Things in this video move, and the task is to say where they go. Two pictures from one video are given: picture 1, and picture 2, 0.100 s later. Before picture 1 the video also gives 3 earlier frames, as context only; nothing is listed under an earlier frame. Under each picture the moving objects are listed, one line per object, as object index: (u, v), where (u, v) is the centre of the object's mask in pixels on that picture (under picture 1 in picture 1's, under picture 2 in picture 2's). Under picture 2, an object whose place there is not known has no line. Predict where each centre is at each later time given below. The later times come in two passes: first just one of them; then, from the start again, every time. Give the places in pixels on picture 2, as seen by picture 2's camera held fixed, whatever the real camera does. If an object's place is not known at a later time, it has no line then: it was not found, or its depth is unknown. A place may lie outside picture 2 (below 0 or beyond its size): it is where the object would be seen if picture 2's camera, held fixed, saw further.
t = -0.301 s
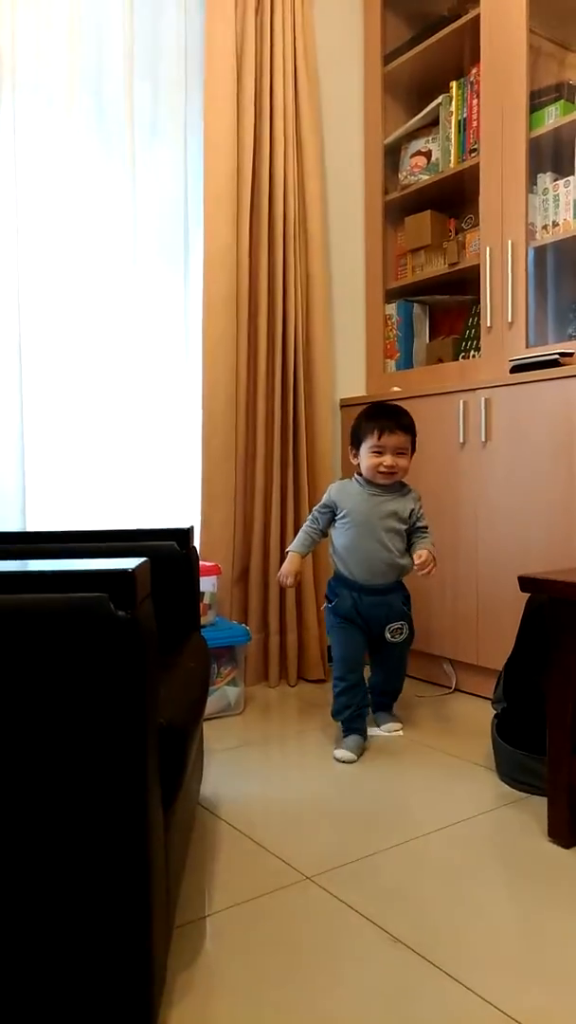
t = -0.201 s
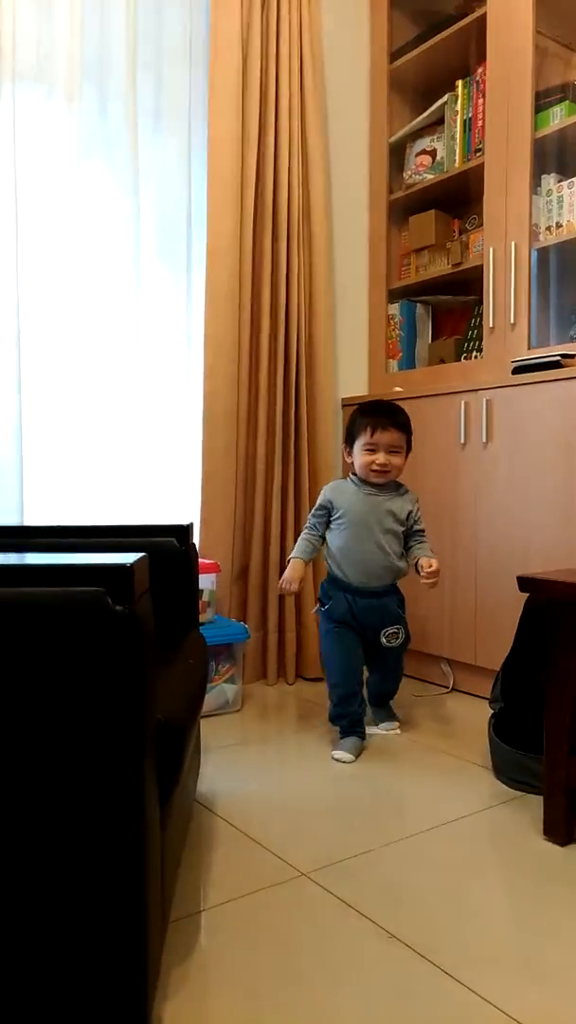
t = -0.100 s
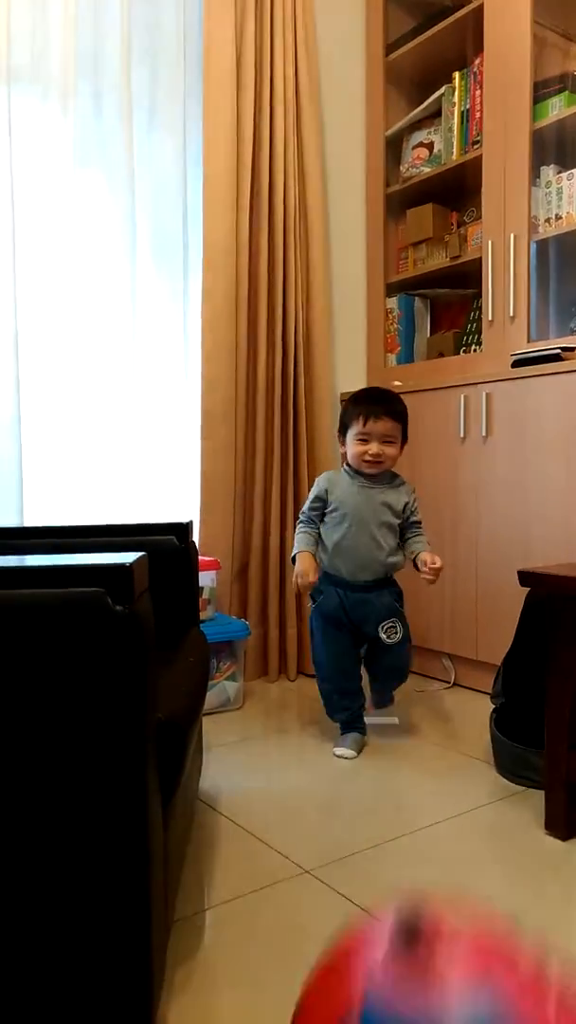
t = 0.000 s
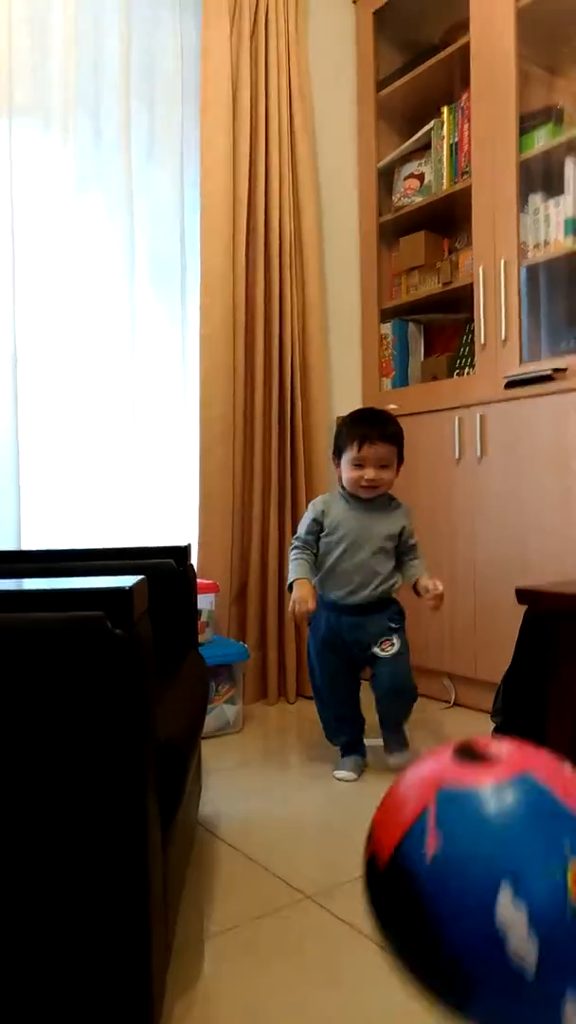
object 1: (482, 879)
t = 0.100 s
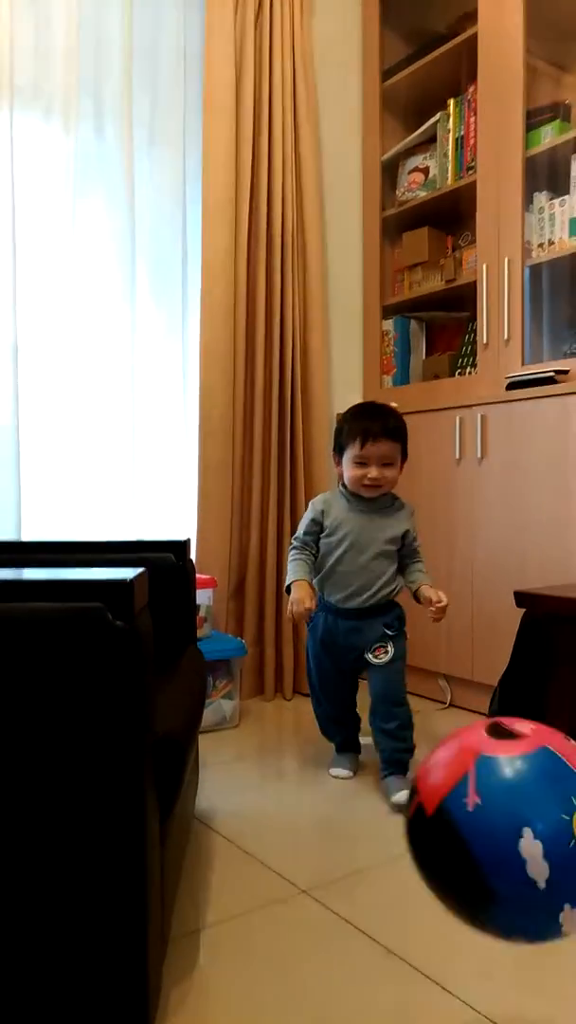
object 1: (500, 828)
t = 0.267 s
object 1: (519, 902)
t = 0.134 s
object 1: (505, 835)
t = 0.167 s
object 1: (507, 846)
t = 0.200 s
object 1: (511, 866)
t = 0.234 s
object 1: (515, 894)
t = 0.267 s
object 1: (519, 902)
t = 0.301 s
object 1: (518, 844)
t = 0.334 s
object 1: (518, 800)
